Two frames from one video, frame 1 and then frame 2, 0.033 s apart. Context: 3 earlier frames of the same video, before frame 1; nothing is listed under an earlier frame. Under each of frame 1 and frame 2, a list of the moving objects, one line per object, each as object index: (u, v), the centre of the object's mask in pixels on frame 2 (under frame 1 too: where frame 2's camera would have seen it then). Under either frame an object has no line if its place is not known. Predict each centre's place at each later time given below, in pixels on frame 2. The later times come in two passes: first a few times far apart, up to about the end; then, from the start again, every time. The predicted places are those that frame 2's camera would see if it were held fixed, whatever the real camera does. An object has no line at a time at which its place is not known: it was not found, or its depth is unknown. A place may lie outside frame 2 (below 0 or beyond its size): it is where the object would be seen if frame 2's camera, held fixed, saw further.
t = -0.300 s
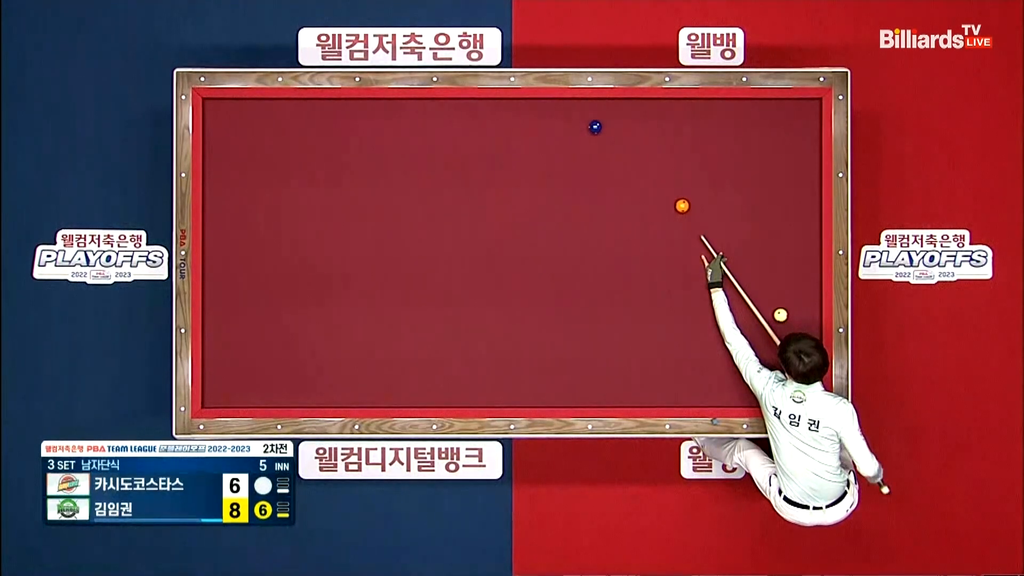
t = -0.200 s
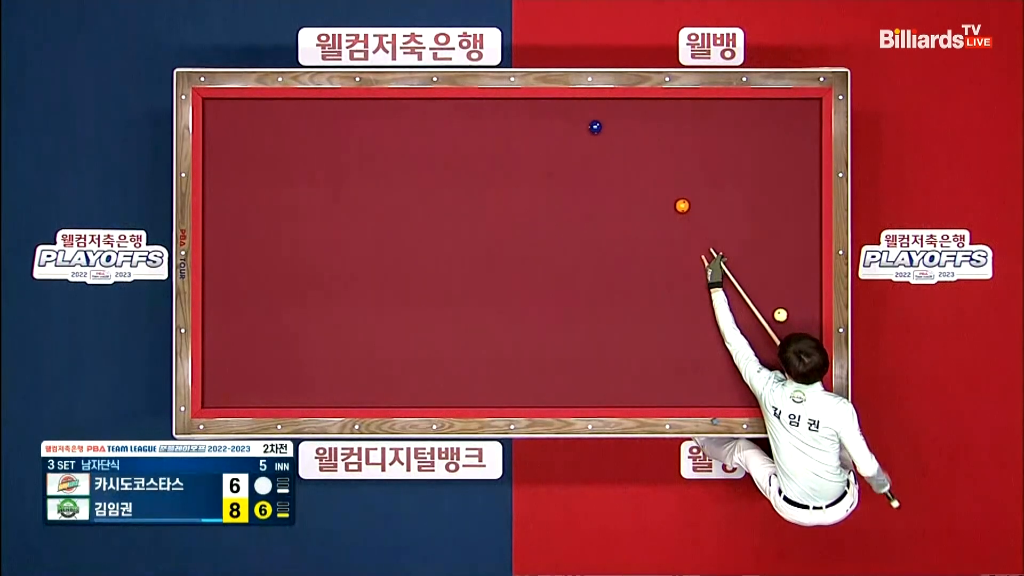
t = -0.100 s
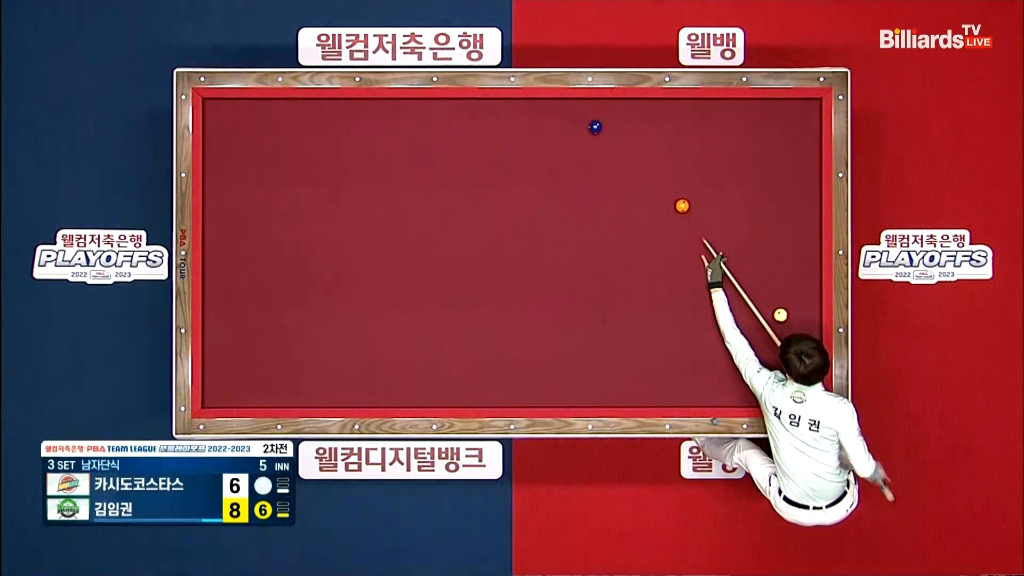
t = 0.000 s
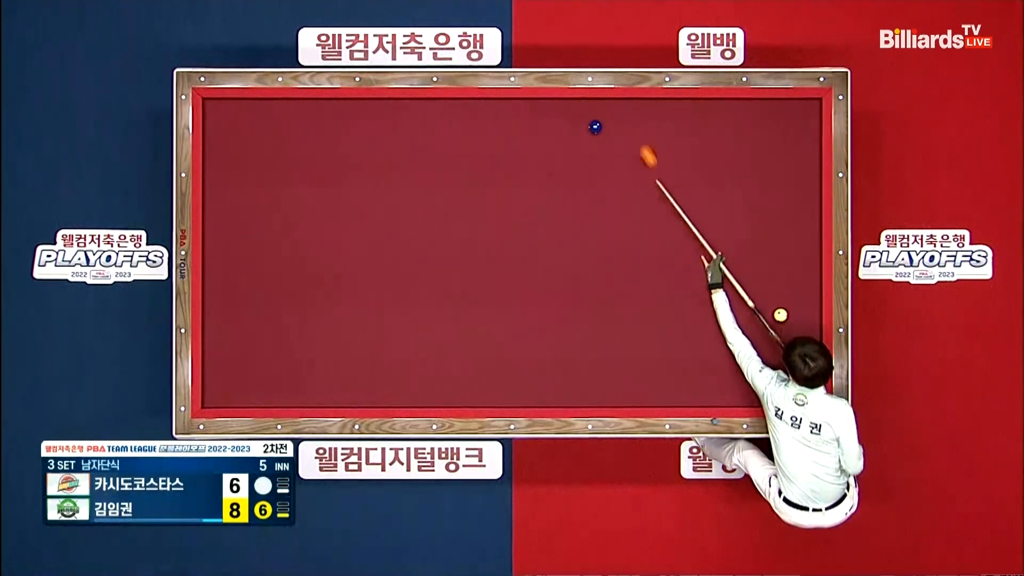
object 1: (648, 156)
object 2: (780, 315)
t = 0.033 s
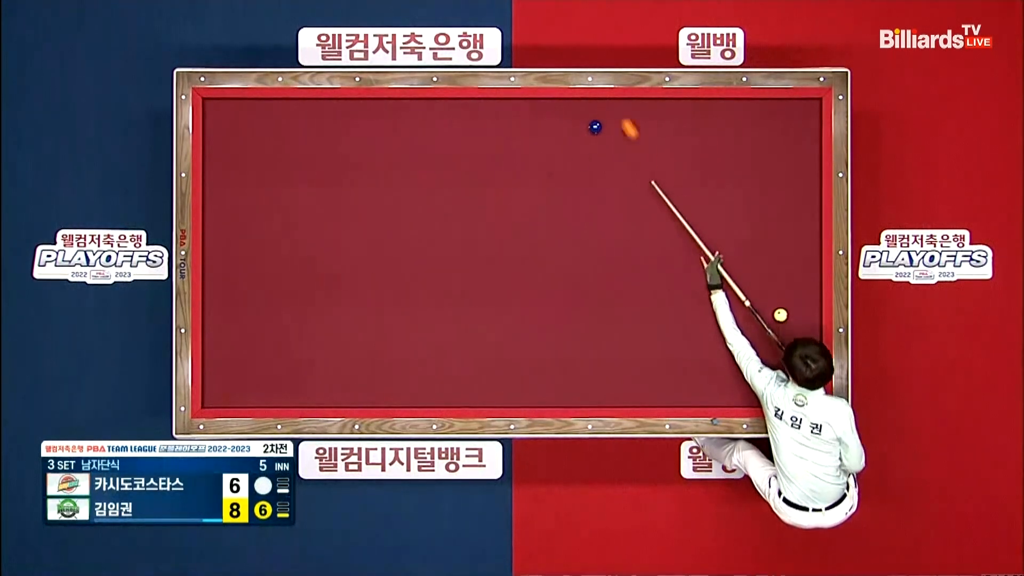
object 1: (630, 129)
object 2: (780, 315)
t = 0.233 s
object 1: (555, 106)
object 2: (780, 315)
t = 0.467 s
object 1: (481, 109)
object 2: (780, 315)
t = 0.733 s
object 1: (396, 114)
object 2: (780, 315)
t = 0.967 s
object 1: (323, 118)
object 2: (780, 315)
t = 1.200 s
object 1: (250, 122)
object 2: (780, 315)
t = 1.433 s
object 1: (231, 136)
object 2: (780, 315)
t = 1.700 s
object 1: (281, 163)
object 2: (780, 315)
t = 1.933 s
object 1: (316, 186)
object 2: (780, 315)
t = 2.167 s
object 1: (351, 209)
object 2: (781, 314)
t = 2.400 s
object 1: (385, 231)
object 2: (780, 315)
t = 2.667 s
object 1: (424, 256)
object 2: (780, 315)
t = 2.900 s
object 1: (457, 278)
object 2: (780, 315)
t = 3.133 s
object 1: (490, 299)
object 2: (780, 315)
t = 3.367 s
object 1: (522, 320)
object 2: (780, 315)
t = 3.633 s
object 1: (558, 344)
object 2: (780, 315)
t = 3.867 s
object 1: (589, 364)
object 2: (780, 315)
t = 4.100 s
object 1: (619, 384)
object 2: (780, 315)
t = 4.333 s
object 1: (649, 399)
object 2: (781, 315)
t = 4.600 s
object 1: (684, 387)
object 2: (780, 315)
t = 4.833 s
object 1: (714, 376)
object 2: (781, 315)
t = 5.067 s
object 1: (744, 365)
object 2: (780, 315)
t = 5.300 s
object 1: (772, 355)
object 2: (780, 315)
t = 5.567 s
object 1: (805, 344)
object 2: (780, 315)
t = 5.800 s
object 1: (804, 331)
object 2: (780, 315)
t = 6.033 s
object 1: (793, 319)
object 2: (777, 313)
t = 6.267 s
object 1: (791, 313)
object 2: (767, 307)
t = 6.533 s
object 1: (789, 306)
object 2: (756, 301)
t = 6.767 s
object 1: (787, 301)
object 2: (747, 296)
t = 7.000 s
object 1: (786, 296)
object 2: (738, 291)
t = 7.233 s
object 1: (785, 292)
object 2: (730, 286)
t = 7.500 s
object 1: (783, 288)
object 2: (721, 281)
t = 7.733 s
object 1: (782, 284)
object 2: (714, 277)
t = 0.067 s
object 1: (611, 105)
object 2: (780, 315)
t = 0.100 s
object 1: (595, 113)
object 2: (780, 315)
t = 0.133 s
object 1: (585, 111)
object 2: (780, 315)
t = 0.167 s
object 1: (575, 110)
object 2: (780, 315)
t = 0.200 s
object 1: (565, 108)
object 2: (780, 315)
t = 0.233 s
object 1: (555, 106)
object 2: (780, 315)
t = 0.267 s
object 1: (545, 105)
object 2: (780, 315)
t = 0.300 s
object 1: (534, 106)
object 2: (780, 315)
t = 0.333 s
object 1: (523, 107)
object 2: (780, 315)
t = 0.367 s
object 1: (512, 107)
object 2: (780, 315)
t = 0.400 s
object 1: (502, 108)
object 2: (780, 315)
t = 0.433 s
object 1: (491, 108)
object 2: (780, 315)
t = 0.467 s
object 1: (481, 109)
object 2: (780, 315)
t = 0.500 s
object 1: (470, 109)
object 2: (780, 315)
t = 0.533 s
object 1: (459, 110)
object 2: (780, 315)
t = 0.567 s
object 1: (449, 110)
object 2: (780, 315)
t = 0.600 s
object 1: (438, 111)
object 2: (780, 315)
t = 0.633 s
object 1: (427, 112)
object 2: (780, 315)
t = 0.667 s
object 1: (417, 112)
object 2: (780, 315)
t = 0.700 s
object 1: (406, 113)
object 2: (780, 315)
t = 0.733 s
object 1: (396, 114)
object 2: (780, 315)
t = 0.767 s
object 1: (386, 114)
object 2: (780, 315)
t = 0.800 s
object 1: (375, 115)
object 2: (780, 315)
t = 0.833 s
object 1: (365, 116)
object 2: (780, 315)
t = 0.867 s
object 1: (354, 116)
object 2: (780, 315)
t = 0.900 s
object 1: (344, 117)
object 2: (780, 315)
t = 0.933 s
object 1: (333, 118)
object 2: (780, 315)
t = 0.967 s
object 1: (323, 118)
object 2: (780, 315)
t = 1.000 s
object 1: (313, 119)
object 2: (780, 315)
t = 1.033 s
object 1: (302, 119)
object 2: (780, 315)
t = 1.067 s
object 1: (292, 120)
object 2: (780, 315)
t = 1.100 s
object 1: (282, 121)
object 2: (780, 315)
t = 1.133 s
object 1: (271, 121)
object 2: (780, 315)
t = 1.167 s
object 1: (261, 122)
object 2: (780, 315)
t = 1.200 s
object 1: (250, 122)
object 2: (780, 315)
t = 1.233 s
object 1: (240, 123)
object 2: (780, 315)
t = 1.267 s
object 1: (230, 124)
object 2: (780, 315)
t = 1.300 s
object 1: (220, 124)
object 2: (780, 315)
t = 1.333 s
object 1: (210, 125)
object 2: (780, 315)
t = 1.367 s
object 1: (215, 128)
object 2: (780, 315)
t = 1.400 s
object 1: (223, 132)
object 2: (780, 315)
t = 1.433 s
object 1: (231, 136)
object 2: (780, 315)
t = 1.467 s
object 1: (239, 140)
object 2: (780, 315)
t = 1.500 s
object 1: (246, 143)
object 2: (780, 315)
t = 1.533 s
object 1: (253, 146)
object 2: (780, 315)
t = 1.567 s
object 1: (259, 150)
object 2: (780, 315)
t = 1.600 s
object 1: (265, 153)
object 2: (780, 315)
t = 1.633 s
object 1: (271, 157)
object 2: (780, 315)
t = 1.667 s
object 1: (276, 160)
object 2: (780, 315)
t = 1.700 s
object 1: (281, 163)
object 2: (780, 315)
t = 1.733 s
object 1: (286, 167)
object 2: (780, 315)
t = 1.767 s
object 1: (291, 170)
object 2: (780, 315)
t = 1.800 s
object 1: (296, 173)
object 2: (780, 315)
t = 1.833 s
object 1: (301, 177)
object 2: (780, 315)
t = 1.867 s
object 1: (306, 180)
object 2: (780, 315)
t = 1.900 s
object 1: (311, 183)
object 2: (780, 315)
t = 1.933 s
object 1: (316, 186)
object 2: (780, 315)
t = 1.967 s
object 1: (322, 190)
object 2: (780, 315)
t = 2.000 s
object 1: (326, 193)
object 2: (780, 315)
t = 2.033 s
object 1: (331, 196)
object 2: (780, 315)
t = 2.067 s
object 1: (336, 199)
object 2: (780, 315)
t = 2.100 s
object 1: (341, 203)
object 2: (780, 315)
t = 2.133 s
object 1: (346, 206)
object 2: (780, 315)
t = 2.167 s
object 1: (351, 209)
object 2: (781, 314)
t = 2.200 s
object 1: (356, 212)
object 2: (779, 315)
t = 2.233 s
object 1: (361, 215)
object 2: (780, 315)
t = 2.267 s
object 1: (366, 219)
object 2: (780, 315)
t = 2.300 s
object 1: (371, 222)
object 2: (780, 315)
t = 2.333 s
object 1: (376, 225)
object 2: (780, 315)
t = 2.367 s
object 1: (381, 228)
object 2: (780, 315)
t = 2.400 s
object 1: (385, 231)
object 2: (780, 315)
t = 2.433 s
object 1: (390, 234)
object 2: (780, 315)
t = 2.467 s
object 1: (395, 238)
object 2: (780, 315)
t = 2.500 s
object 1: (400, 241)
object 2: (780, 315)
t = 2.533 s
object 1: (405, 244)
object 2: (780, 315)
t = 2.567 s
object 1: (410, 247)
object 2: (780, 315)
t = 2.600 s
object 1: (414, 250)
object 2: (780, 315)
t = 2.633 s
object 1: (419, 253)
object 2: (780, 315)
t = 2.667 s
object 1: (424, 256)
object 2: (780, 315)
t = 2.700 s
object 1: (429, 259)
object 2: (780, 315)
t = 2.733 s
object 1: (433, 263)
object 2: (780, 315)
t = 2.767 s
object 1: (438, 266)
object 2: (780, 315)
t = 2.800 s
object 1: (443, 269)
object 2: (780, 315)
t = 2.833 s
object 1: (448, 272)
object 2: (780, 315)
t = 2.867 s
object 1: (452, 275)
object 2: (780, 315)
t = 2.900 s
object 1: (457, 278)
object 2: (780, 315)
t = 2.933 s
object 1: (462, 281)
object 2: (780, 315)
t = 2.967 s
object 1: (466, 284)
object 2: (780, 315)
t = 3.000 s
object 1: (471, 287)
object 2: (780, 315)
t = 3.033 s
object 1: (476, 290)
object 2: (780, 315)
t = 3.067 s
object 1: (481, 293)
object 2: (780, 315)
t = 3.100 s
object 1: (485, 296)
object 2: (780, 315)
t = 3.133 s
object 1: (490, 299)
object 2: (780, 315)
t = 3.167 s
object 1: (494, 302)
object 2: (780, 315)
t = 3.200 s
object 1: (499, 305)
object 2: (780, 315)
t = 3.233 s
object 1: (504, 308)
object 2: (780, 315)
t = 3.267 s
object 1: (508, 311)
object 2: (780, 315)
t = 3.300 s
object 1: (513, 314)
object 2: (780, 315)
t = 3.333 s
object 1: (517, 317)
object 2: (780, 315)
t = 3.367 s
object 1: (522, 320)
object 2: (780, 315)
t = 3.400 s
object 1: (526, 323)
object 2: (780, 315)
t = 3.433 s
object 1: (531, 326)
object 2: (780, 315)
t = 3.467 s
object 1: (535, 329)
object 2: (780, 315)
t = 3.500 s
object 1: (540, 332)
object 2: (780, 315)
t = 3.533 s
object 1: (544, 335)
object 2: (780, 315)
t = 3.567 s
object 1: (549, 338)
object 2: (780, 315)
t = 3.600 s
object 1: (553, 341)
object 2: (780, 315)
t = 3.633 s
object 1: (558, 344)
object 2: (780, 315)
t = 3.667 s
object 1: (562, 347)
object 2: (780, 315)
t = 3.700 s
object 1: (567, 350)
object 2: (780, 315)
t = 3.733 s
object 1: (571, 352)
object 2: (780, 315)
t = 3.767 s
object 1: (575, 355)
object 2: (780, 315)
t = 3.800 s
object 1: (580, 358)
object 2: (780, 315)
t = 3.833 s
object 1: (584, 361)
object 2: (780, 315)
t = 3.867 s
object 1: (589, 364)
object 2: (780, 315)
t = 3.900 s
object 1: (593, 367)
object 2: (780, 315)
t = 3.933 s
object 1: (597, 370)
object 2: (780, 315)
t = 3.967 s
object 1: (602, 372)
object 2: (780, 315)
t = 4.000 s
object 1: (606, 375)
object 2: (780, 315)
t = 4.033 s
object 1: (611, 378)
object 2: (781, 315)
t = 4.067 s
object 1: (615, 381)
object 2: (780, 315)
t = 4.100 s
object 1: (619, 384)
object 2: (780, 315)
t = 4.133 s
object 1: (623, 386)
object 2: (780, 315)
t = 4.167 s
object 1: (628, 389)
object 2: (781, 315)
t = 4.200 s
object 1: (632, 392)
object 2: (780, 315)
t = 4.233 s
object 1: (636, 395)
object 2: (780, 315)
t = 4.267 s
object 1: (640, 398)
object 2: (780, 315)
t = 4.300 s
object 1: (645, 400)
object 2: (781, 315)
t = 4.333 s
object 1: (649, 399)
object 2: (781, 315)
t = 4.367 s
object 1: (653, 397)
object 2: (780, 315)
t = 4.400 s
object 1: (658, 396)
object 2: (780, 315)
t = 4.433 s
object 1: (662, 394)
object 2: (780, 315)
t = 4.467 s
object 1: (667, 393)
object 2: (780, 315)
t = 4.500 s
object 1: (671, 391)
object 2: (780, 315)
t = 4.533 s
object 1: (675, 390)
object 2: (781, 315)
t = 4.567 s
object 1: (680, 388)
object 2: (781, 315)
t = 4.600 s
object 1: (684, 387)
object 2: (780, 315)
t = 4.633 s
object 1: (688, 385)
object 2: (780, 315)
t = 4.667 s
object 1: (693, 384)
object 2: (780, 315)
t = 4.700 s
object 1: (697, 382)
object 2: (781, 315)
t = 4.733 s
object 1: (701, 381)
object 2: (781, 315)
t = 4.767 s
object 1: (706, 379)
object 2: (781, 315)
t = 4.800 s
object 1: (710, 378)
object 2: (781, 315)
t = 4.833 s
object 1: (714, 376)
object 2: (781, 315)
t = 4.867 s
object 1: (718, 374)
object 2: (781, 315)
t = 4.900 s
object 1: (722, 373)
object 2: (781, 315)
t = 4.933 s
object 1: (727, 371)
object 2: (781, 315)
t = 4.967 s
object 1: (731, 370)
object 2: (780, 315)
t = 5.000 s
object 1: (735, 369)
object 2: (780, 315)
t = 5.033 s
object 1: (739, 367)
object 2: (780, 315)
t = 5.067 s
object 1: (744, 365)
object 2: (780, 315)
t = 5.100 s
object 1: (748, 364)
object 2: (780, 315)
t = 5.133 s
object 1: (752, 363)
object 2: (780, 315)
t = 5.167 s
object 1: (756, 361)
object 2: (780, 315)
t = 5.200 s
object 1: (760, 360)
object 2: (780, 315)
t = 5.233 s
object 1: (764, 358)
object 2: (780, 315)
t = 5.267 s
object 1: (768, 357)
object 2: (780, 315)
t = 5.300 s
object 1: (772, 355)
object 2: (780, 315)
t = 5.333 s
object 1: (777, 354)
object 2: (780, 315)
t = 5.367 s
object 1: (781, 352)
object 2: (780, 315)
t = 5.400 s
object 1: (784, 351)
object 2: (780, 315)
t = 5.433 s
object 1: (789, 350)
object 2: (780, 315)
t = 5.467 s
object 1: (793, 348)
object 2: (780, 315)
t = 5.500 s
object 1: (797, 347)
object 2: (780, 315)
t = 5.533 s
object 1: (800, 345)
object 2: (780, 315)
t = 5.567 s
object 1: (805, 344)
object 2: (780, 315)
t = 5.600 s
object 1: (809, 342)
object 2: (780, 315)
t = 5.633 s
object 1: (812, 341)
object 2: (780, 315)
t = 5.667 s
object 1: (814, 339)
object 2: (780, 315)
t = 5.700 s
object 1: (812, 337)
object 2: (780, 315)
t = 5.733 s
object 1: (809, 335)
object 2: (780, 315)
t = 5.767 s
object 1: (807, 333)
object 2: (780, 315)
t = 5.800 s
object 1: (804, 331)
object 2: (780, 315)
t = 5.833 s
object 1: (802, 329)
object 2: (780, 315)
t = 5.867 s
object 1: (800, 327)
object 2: (780, 315)
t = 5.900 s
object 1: (798, 325)
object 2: (780, 315)
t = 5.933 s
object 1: (796, 323)
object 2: (780, 315)
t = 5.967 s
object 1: (794, 321)
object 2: (780, 315)
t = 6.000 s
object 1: (793, 320)
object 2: (779, 314)
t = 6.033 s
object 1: (793, 319)
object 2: (777, 313)
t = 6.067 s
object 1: (792, 318)
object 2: (776, 312)
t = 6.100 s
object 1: (792, 317)
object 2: (774, 311)
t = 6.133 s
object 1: (792, 316)
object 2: (773, 311)
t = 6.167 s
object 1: (791, 315)
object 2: (771, 310)
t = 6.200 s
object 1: (791, 314)
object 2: (770, 309)
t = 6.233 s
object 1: (791, 314)
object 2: (768, 308)
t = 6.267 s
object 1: (791, 313)
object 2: (767, 307)
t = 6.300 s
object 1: (790, 312)
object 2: (766, 307)
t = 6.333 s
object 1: (790, 311)
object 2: (764, 306)
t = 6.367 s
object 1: (790, 310)
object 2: (763, 305)
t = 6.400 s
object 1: (790, 309)
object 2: (761, 304)
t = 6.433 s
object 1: (790, 308)
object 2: (760, 303)
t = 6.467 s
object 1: (789, 307)
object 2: (759, 303)
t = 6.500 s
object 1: (789, 307)
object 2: (757, 302)
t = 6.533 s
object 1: (789, 306)
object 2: (756, 301)
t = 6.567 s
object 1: (788, 305)
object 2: (754, 300)
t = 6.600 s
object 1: (789, 304)
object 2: (753, 299)
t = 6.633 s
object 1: (788, 304)
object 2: (752, 299)
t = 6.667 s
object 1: (788, 303)
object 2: (751, 298)
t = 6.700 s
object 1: (788, 302)
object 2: (749, 297)
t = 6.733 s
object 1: (787, 301)
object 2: (748, 297)
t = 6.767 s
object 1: (787, 301)
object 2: (747, 296)
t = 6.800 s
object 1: (787, 300)
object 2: (745, 295)
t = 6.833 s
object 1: (787, 299)
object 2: (744, 294)
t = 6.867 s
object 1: (787, 299)
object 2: (743, 294)
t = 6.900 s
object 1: (786, 298)
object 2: (742, 293)
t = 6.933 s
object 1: (786, 297)
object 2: (741, 292)
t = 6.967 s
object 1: (786, 297)
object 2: (739, 292)
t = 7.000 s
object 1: (786, 296)
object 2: (738, 291)
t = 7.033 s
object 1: (786, 295)
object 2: (737, 290)
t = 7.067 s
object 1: (785, 295)
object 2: (736, 289)
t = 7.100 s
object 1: (785, 294)
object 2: (734, 289)
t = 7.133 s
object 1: (785, 294)
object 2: (733, 288)
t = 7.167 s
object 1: (785, 293)
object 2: (732, 287)
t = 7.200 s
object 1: (785, 292)
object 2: (731, 287)
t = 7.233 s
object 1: (785, 292)
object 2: (730, 286)
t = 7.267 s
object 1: (784, 291)
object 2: (729, 285)
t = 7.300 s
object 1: (784, 291)
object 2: (728, 285)
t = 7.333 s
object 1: (784, 290)
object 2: (726, 284)
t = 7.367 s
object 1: (784, 290)
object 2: (725, 283)
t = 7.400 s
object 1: (784, 289)
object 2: (724, 283)
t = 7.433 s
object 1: (784, 289)
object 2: (723, 282)
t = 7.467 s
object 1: (783, 288)
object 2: (722, 281)
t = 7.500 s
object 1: (783, 288)
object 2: (721, 281)
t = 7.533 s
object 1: (783, 287)
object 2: (720, 280)
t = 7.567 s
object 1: (783, 287)
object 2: (719, 280)
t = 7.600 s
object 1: (783, 286)
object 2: (718, 279)
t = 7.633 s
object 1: (783, 286)
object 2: (717, 278)
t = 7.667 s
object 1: (783, 285)
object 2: (716, 278)
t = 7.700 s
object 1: (782, 285)
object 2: (715, 277)
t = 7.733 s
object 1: (782, 284)
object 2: (714, 277)
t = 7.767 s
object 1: (782, 284)
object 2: (713, 276)
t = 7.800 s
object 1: (782, 284)
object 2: (712, 275)
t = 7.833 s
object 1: (782, 283)
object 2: (711, 275)
